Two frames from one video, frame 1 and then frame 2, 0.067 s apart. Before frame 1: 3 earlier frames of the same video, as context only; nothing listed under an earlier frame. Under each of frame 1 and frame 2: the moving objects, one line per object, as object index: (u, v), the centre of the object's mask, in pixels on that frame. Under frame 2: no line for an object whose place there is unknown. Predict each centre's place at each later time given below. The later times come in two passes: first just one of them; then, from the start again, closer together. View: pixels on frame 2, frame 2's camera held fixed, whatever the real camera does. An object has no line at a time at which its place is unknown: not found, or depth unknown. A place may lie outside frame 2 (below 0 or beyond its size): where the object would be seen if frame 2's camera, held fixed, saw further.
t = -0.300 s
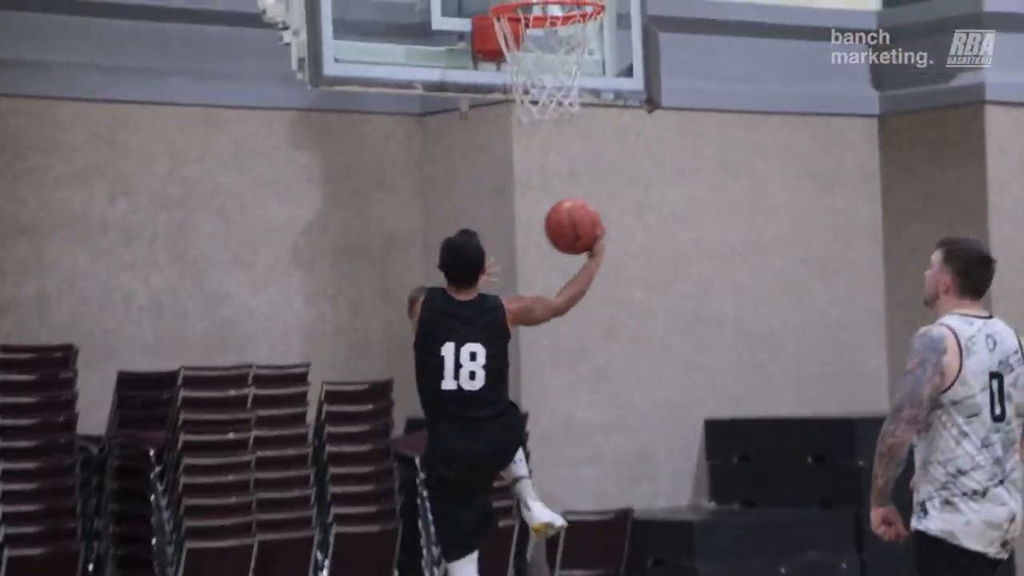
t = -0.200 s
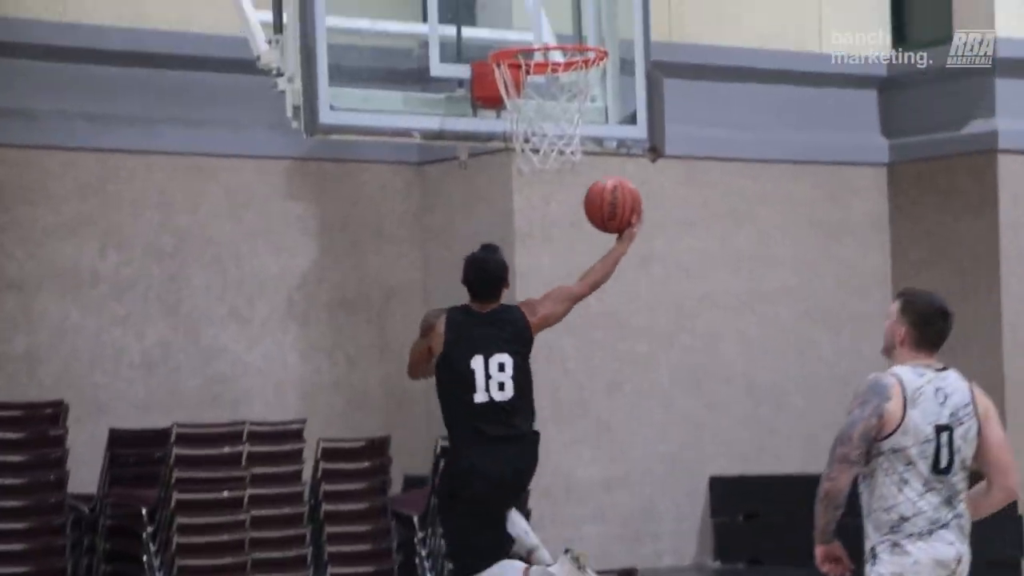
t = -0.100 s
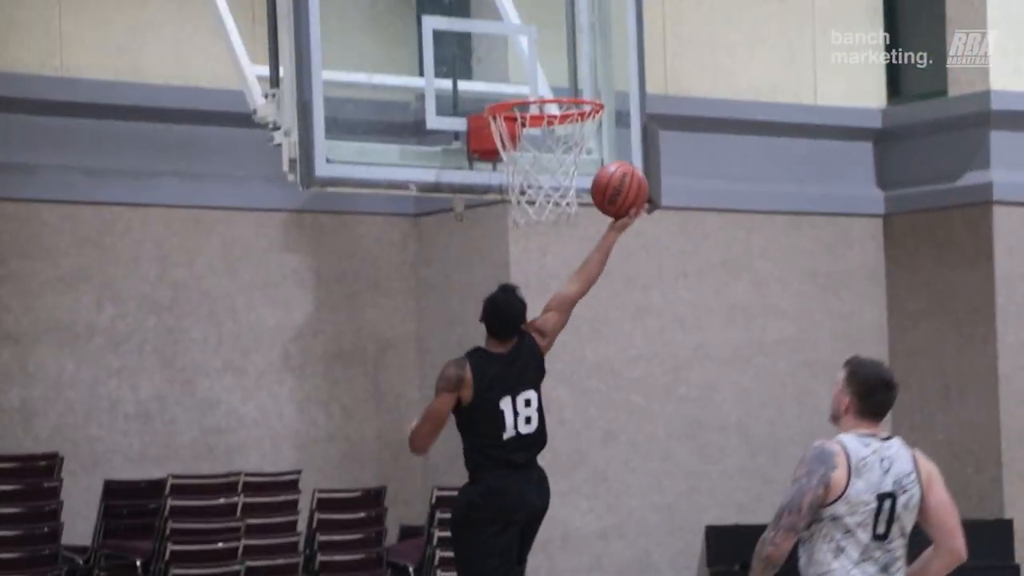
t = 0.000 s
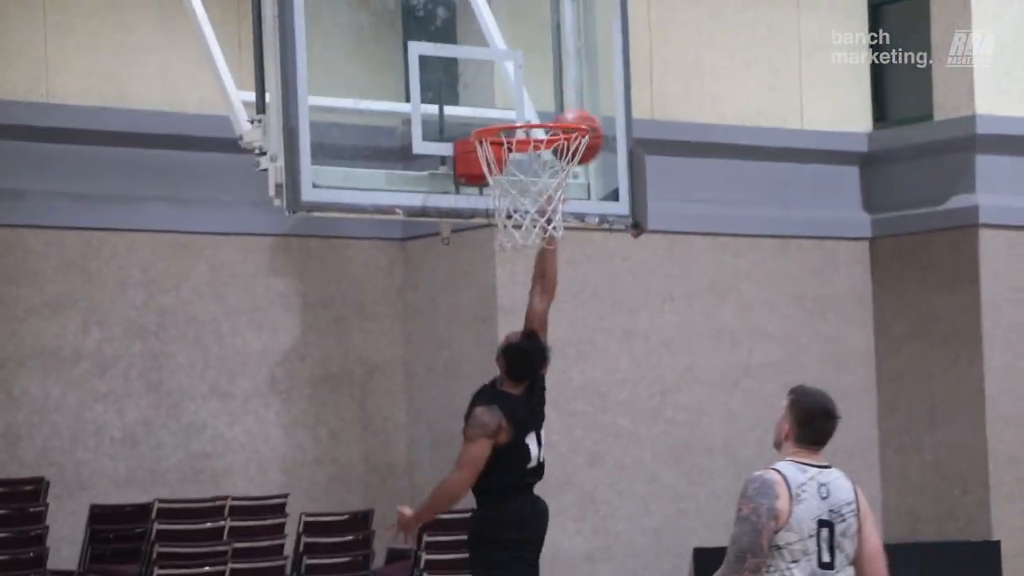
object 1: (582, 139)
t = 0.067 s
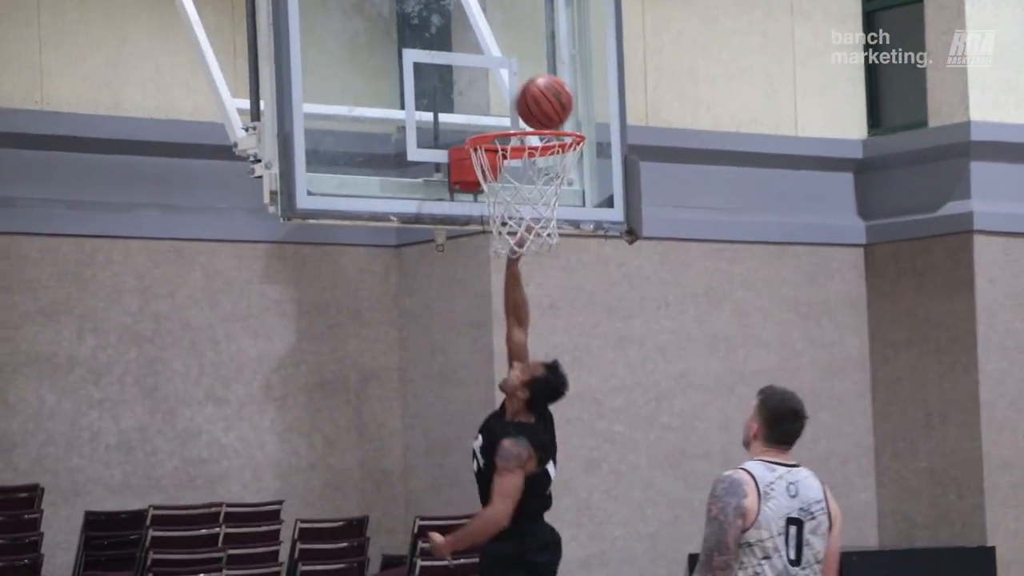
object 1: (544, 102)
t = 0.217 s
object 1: (547, 77)
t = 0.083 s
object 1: (540, 95)
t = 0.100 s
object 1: (541, 90)
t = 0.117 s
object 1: (542, 87)
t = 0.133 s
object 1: (543, 83)
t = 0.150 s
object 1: (544, 81)
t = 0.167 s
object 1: (545, 80)
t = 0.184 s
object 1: (546, 78)
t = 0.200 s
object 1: (547, 78)
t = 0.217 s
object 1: (547, 77)
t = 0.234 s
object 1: (549, 79)
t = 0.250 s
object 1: (550, 80)
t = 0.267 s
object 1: (551, 82)
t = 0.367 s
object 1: (558, 107)
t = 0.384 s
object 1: (559, 110)
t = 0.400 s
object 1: (558, 112)
